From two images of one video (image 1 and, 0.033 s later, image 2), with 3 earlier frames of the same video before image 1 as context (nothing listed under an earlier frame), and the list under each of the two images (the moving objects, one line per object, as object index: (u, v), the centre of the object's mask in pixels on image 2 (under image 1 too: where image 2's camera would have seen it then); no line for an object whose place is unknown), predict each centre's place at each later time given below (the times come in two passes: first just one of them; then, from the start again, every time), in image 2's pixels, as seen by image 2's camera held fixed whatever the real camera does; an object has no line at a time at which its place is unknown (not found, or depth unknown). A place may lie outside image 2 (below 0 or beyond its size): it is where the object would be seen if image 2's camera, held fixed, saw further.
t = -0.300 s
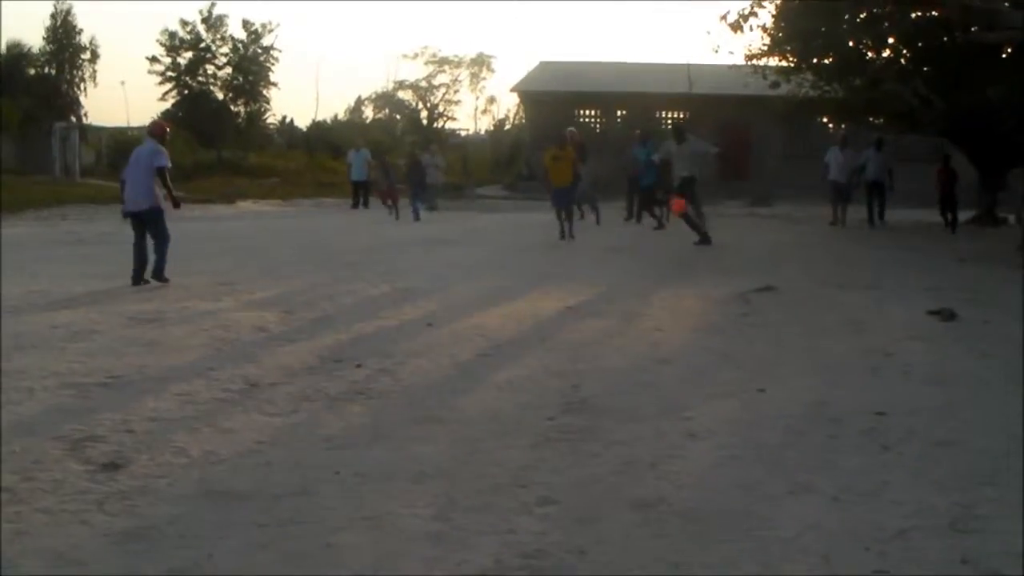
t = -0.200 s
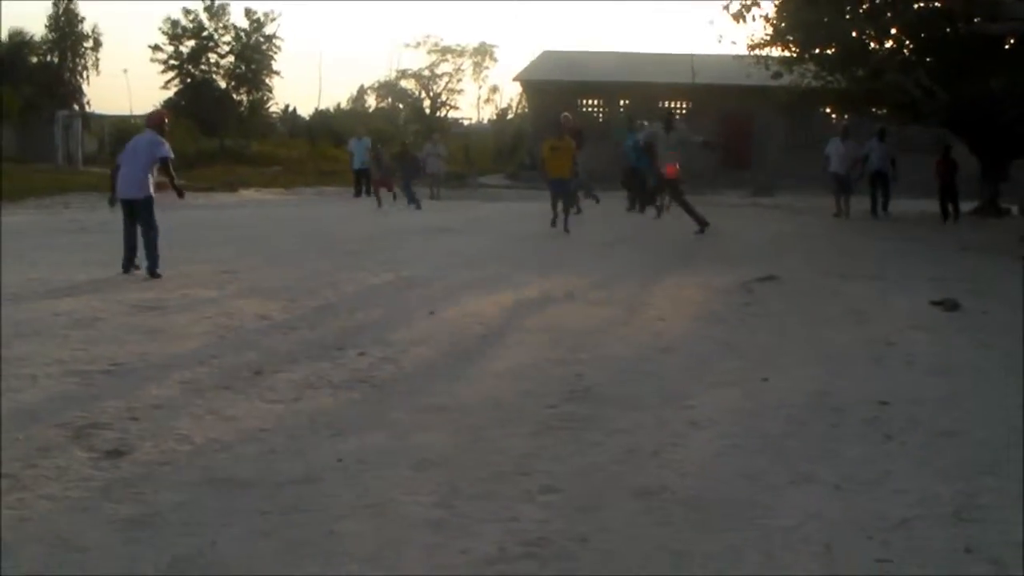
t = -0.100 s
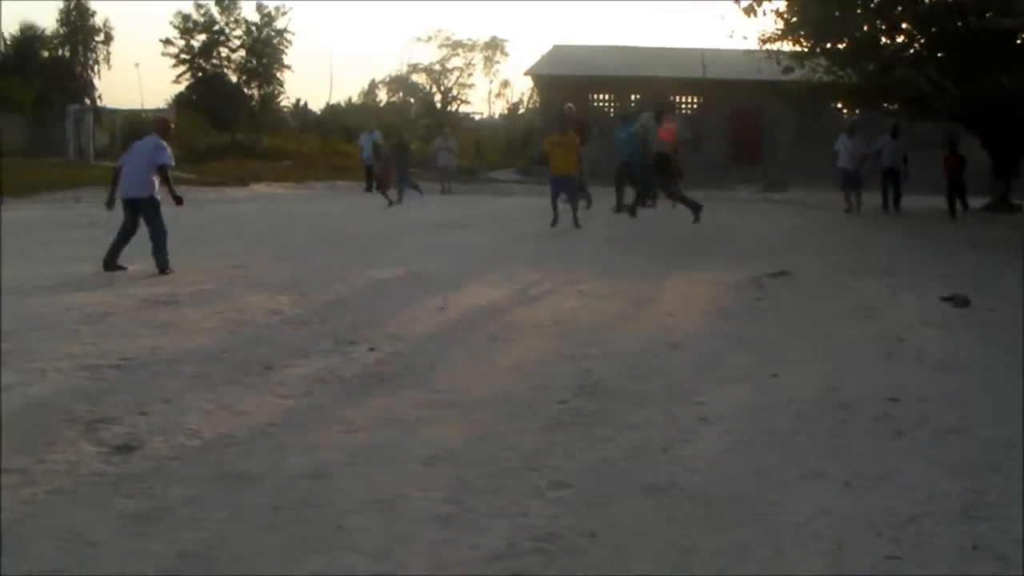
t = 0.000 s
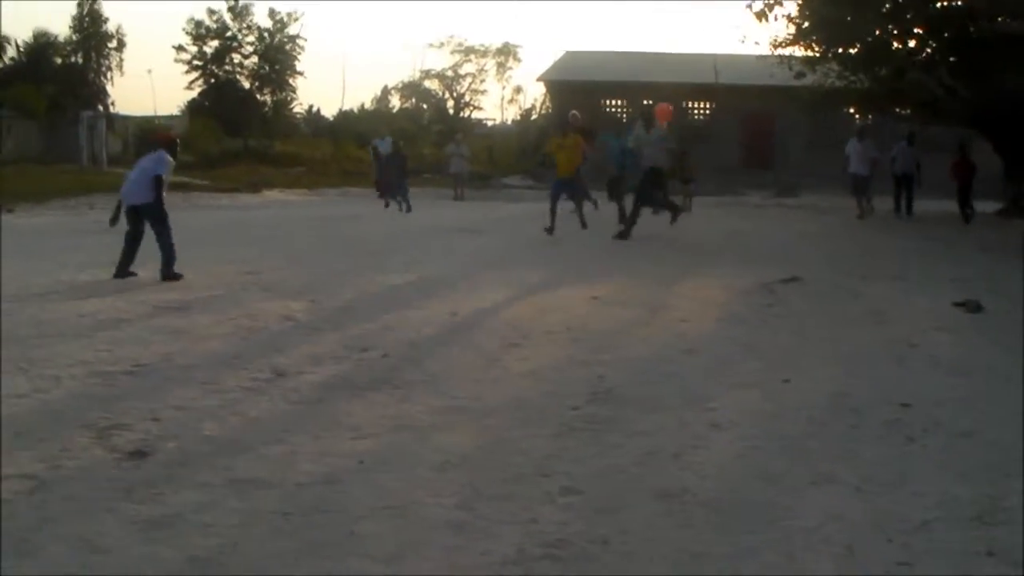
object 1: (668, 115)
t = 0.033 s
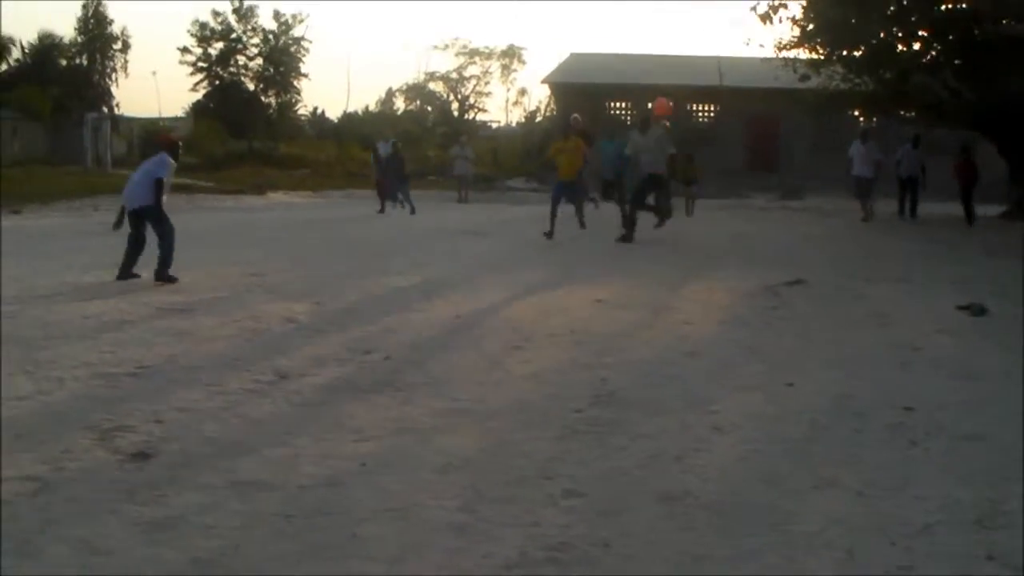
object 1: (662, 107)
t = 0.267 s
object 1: (620, 81)
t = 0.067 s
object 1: (657, 101)
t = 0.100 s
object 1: (651, 94)
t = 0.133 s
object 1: (646, 90)
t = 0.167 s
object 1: (640, 86)
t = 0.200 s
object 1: (633, 84)
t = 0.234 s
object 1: (626, 81)
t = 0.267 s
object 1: (620, 81)
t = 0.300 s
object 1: (612, 80)
